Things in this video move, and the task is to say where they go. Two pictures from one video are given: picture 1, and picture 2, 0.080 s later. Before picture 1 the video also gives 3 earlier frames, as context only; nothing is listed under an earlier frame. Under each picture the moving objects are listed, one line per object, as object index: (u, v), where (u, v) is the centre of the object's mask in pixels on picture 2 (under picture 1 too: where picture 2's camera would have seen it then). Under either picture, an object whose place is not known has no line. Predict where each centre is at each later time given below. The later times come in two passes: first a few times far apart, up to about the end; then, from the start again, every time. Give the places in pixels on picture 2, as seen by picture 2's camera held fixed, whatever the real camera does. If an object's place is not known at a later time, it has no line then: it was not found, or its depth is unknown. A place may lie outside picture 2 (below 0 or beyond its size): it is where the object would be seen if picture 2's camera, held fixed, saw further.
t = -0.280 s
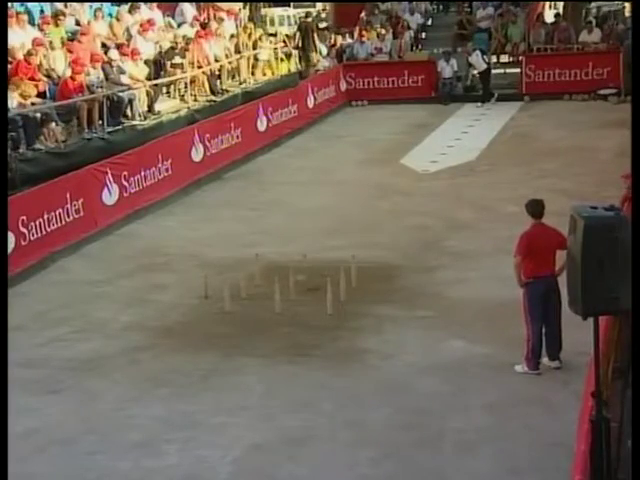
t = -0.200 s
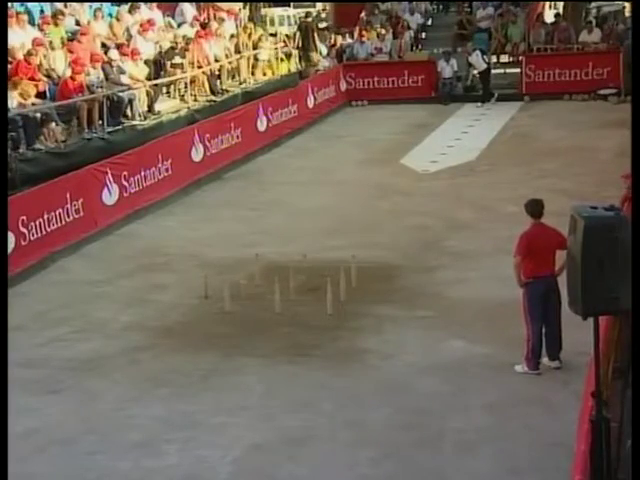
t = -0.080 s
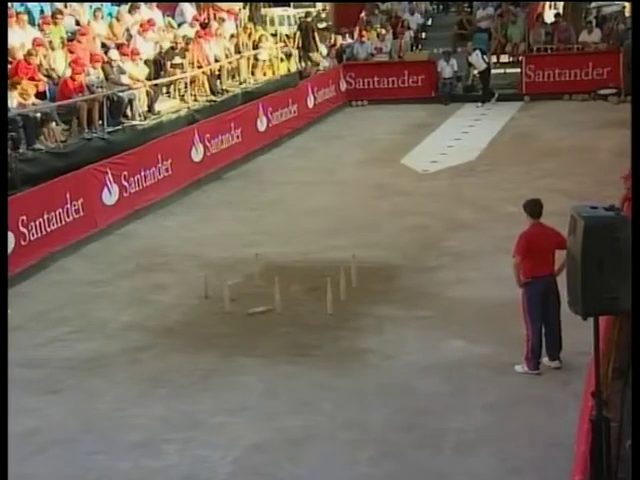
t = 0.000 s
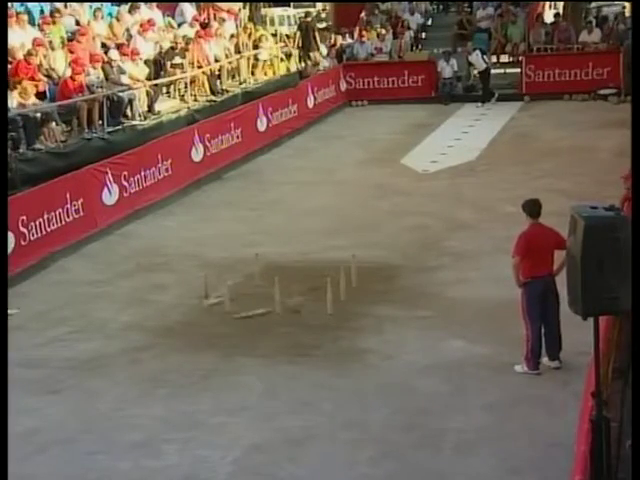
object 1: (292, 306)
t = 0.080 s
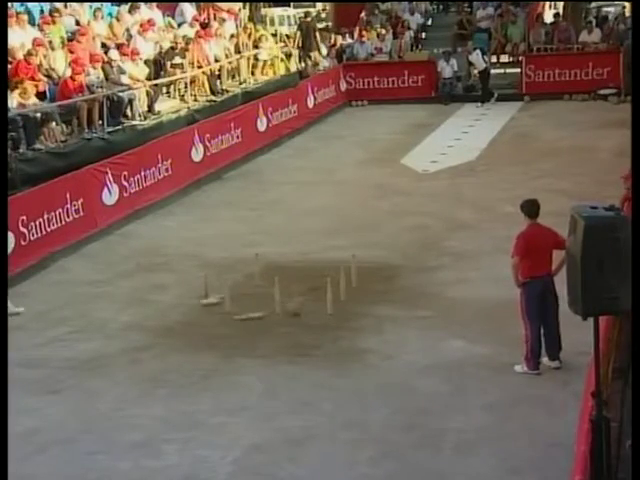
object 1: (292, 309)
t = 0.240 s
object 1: (294, 317)
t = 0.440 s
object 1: (294, 326)
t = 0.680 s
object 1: (294, 334)
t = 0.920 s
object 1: (292, 345)
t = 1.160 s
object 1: (290, 354)
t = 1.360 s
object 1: (288, 363)
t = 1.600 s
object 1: (286, 375)
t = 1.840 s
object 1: (284, 381)
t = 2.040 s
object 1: (282, 389)
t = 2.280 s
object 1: (278, 398)
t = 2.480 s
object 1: (276, 405)
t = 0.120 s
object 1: (292, 312)
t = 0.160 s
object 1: (293, 313)
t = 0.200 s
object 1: (293, 315)
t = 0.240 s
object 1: (294, 317)
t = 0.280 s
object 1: (293, 319)
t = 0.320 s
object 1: (294, 319)
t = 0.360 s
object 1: (293, 320)
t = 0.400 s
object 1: (294, 322)
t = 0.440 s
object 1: (294, 326)
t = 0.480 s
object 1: (294, 327)
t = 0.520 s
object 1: (293, 329)
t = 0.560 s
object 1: (293, 329)
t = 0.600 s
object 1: (293, 331)
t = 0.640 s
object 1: (293, 333)
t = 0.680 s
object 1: (294, 334)
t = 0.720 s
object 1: (294, 336)
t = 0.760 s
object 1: (295, 338)
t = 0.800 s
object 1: (294, 339)
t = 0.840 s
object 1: (292, 339)
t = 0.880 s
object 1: (292, 342)
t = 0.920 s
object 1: (292, 345)
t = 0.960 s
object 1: (292, 346)
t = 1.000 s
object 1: (292, 347)
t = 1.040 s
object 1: (292, 348)
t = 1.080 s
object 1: (291, 350)
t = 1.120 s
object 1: (290, 352)
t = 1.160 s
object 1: (290, 354)
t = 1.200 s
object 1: (289, 356)
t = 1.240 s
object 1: (289, 358)
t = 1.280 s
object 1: (289, 359)
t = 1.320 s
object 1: (288, 361)
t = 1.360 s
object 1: (288, 363)
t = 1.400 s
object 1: (288, 364)
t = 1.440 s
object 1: (288, 365)
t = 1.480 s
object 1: (288, 365)
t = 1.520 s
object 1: (287, 370)
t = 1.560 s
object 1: (286, 373)
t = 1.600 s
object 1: (286, 375)
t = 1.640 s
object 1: (286, 375)
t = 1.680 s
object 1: (286, 377)
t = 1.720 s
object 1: (285, 377)
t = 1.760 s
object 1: (285, 377)
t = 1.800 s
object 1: (284, 380)
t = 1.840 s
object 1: (284, 381)
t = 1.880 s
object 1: (284, 383)
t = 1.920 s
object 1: (284, 385)
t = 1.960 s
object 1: (282, 386)
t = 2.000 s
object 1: (283, 387)
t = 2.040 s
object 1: (282, 389)
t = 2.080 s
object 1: (282, 391)
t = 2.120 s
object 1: (280, 393)
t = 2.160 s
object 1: (279, 394)
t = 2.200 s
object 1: (280, 396)
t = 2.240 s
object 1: (279, 397)
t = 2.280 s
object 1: (278, 398)
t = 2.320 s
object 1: (278, 400)
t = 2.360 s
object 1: (278, 401)
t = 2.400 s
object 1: (278, 402)
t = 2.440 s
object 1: (277, 404)
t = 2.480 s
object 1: (276, 405)
